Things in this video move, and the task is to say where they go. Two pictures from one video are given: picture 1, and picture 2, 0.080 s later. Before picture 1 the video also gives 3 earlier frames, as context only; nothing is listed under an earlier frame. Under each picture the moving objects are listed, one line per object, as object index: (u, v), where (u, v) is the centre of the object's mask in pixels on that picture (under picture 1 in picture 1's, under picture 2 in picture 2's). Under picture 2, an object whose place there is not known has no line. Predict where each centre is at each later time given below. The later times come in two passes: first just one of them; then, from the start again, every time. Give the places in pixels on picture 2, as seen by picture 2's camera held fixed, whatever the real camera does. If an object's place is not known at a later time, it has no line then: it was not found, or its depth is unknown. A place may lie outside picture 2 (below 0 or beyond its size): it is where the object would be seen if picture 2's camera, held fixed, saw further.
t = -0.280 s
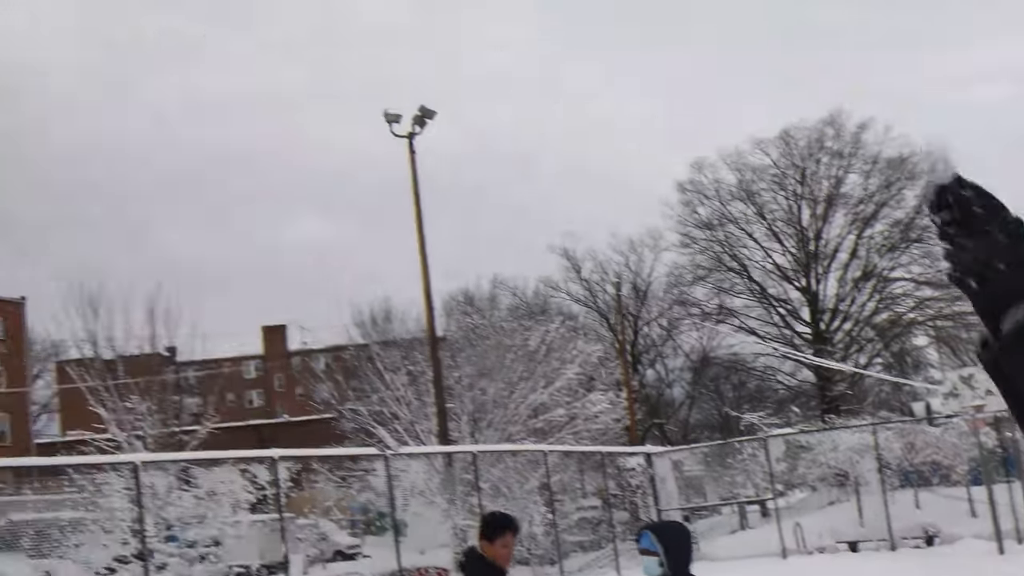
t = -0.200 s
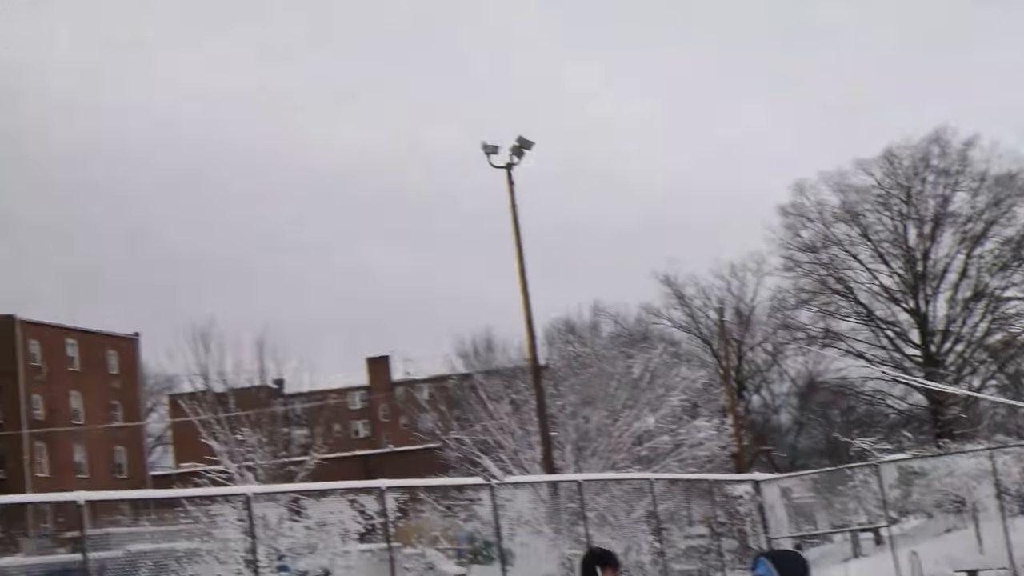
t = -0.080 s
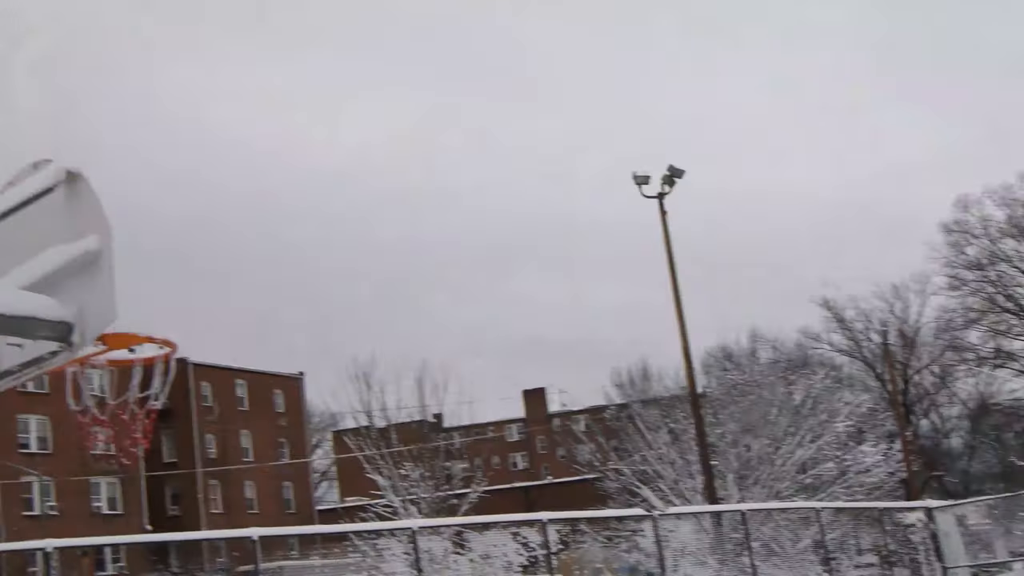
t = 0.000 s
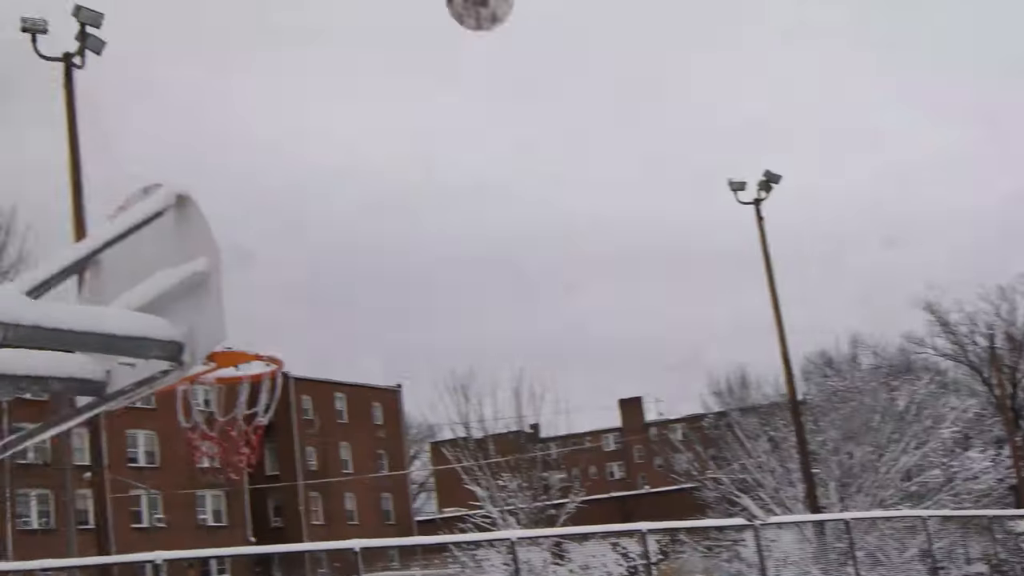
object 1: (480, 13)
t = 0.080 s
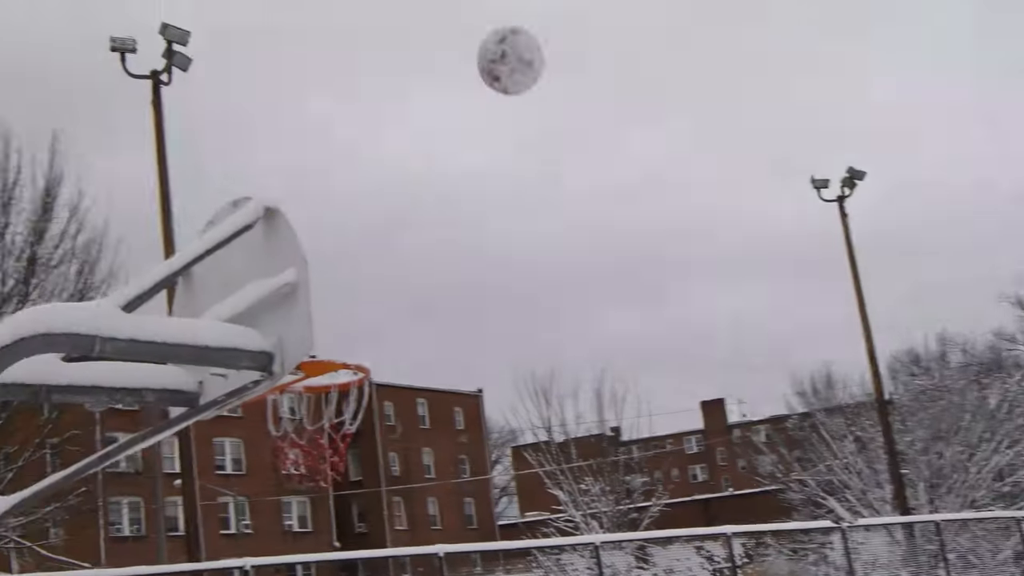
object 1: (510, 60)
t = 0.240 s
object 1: (445, 199)
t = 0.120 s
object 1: (492, 91)
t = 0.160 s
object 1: (475, 124)
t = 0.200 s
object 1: (459, 160)
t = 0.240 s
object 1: (445, 199)
